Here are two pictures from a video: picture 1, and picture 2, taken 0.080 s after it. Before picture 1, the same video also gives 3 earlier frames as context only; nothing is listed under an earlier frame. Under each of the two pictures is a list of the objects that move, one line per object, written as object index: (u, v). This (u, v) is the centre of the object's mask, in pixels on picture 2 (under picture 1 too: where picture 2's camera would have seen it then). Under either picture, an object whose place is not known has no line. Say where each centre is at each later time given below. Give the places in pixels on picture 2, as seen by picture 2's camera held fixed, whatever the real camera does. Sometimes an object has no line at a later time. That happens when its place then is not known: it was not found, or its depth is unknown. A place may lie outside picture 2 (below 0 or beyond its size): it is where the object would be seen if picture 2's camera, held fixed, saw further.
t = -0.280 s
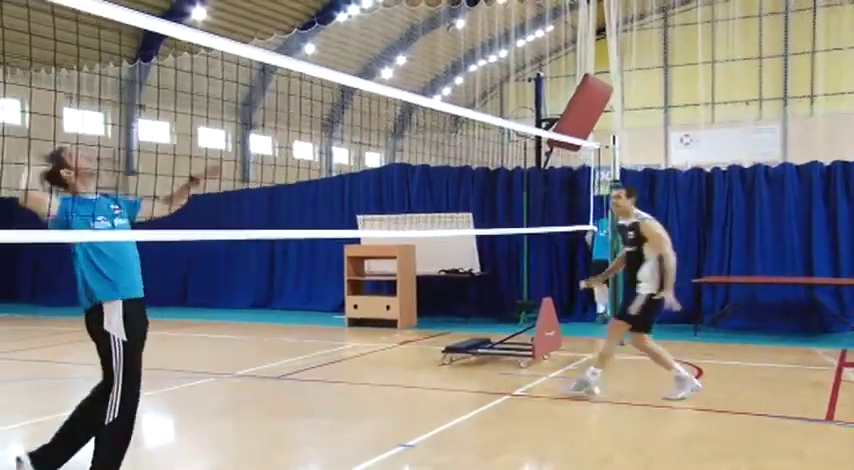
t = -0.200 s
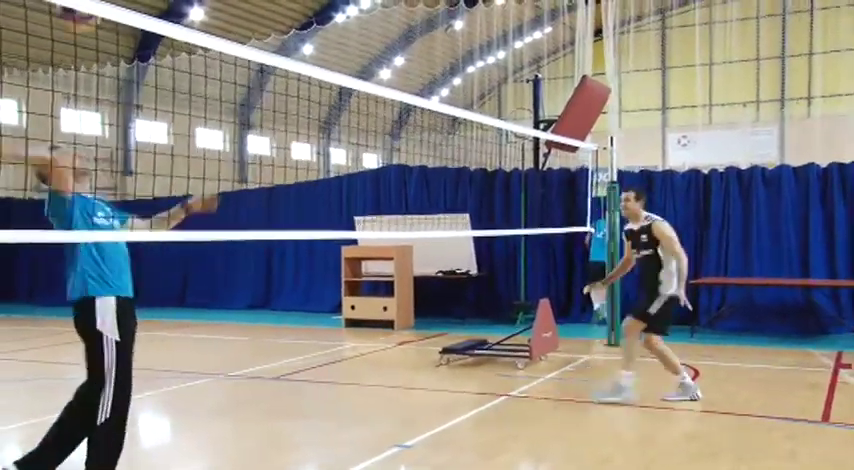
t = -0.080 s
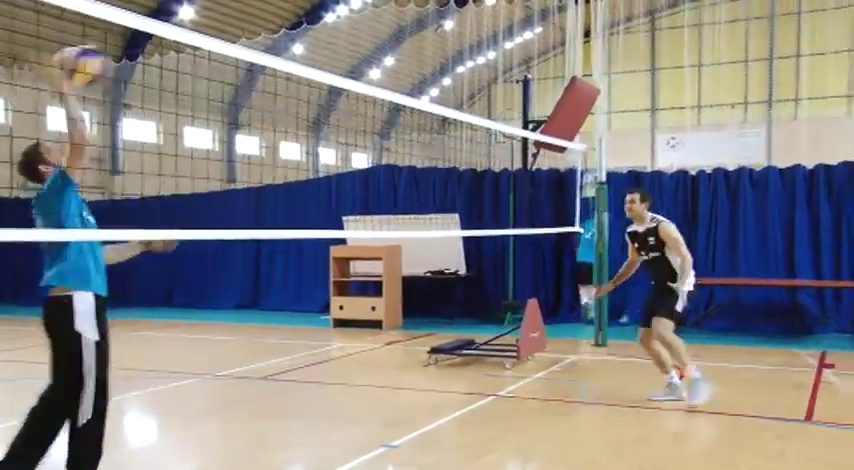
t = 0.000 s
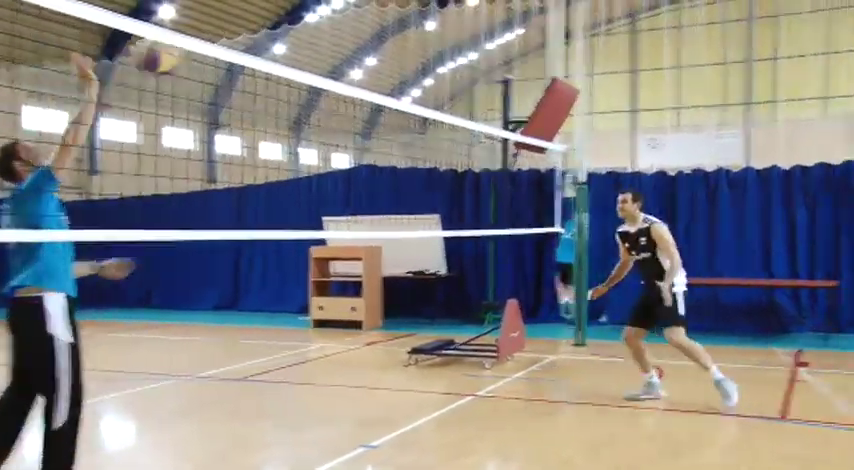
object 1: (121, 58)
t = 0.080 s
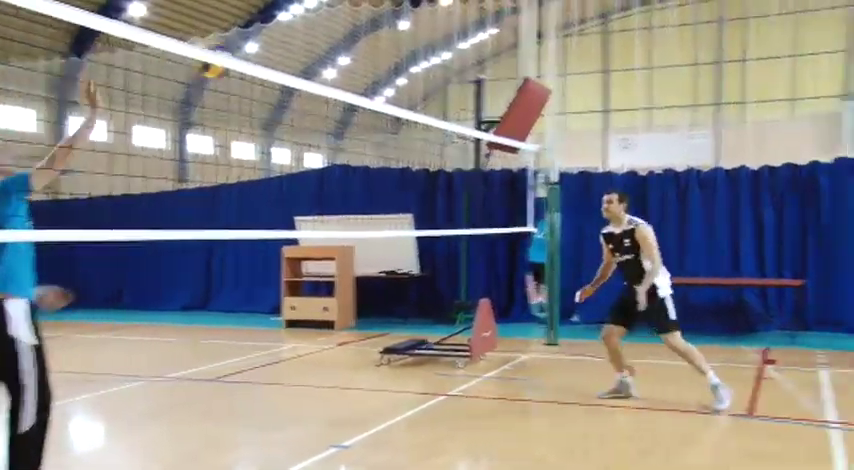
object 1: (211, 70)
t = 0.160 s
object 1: (285, 65)
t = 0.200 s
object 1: (305, 68)
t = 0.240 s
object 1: (313, 68)
